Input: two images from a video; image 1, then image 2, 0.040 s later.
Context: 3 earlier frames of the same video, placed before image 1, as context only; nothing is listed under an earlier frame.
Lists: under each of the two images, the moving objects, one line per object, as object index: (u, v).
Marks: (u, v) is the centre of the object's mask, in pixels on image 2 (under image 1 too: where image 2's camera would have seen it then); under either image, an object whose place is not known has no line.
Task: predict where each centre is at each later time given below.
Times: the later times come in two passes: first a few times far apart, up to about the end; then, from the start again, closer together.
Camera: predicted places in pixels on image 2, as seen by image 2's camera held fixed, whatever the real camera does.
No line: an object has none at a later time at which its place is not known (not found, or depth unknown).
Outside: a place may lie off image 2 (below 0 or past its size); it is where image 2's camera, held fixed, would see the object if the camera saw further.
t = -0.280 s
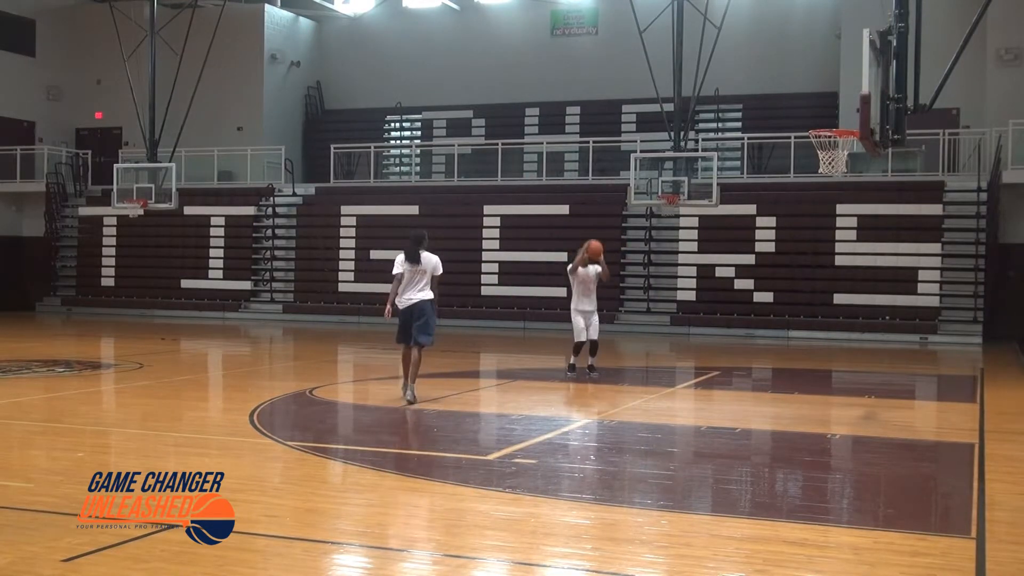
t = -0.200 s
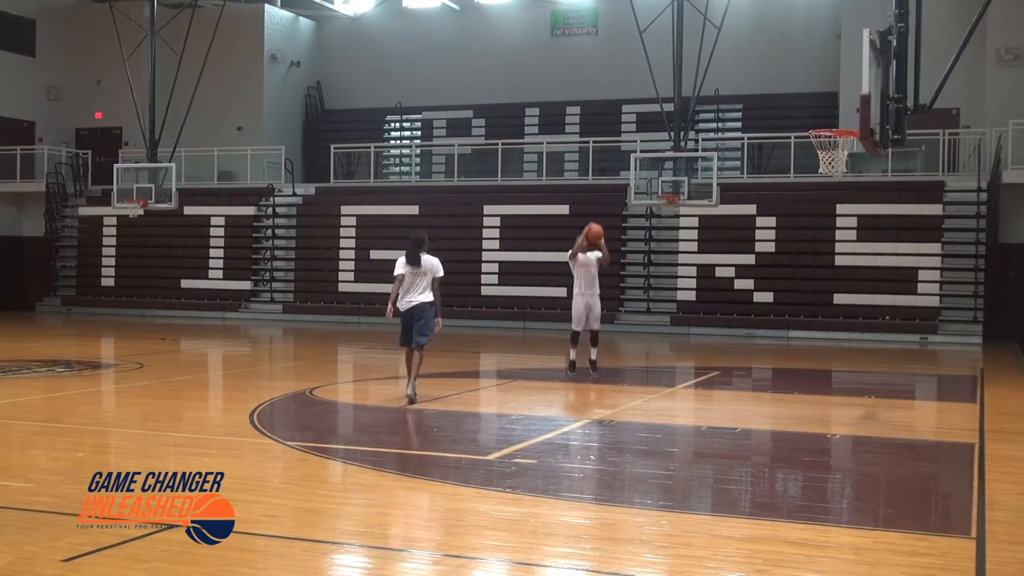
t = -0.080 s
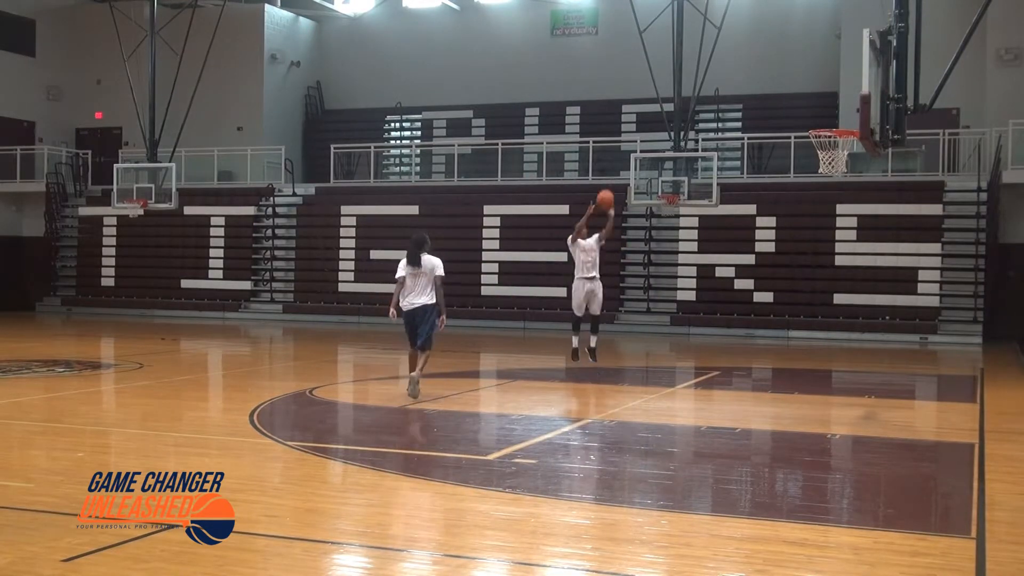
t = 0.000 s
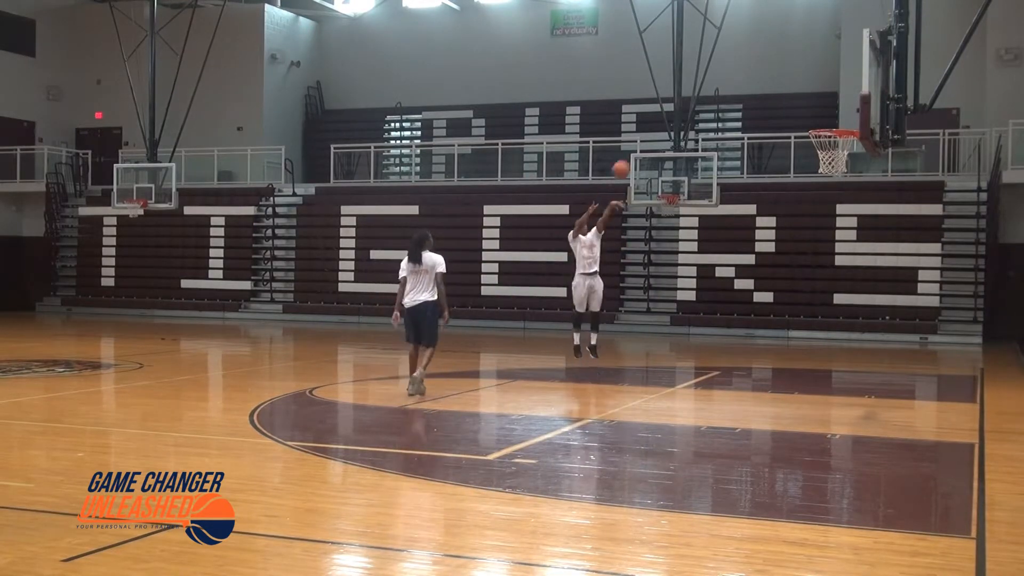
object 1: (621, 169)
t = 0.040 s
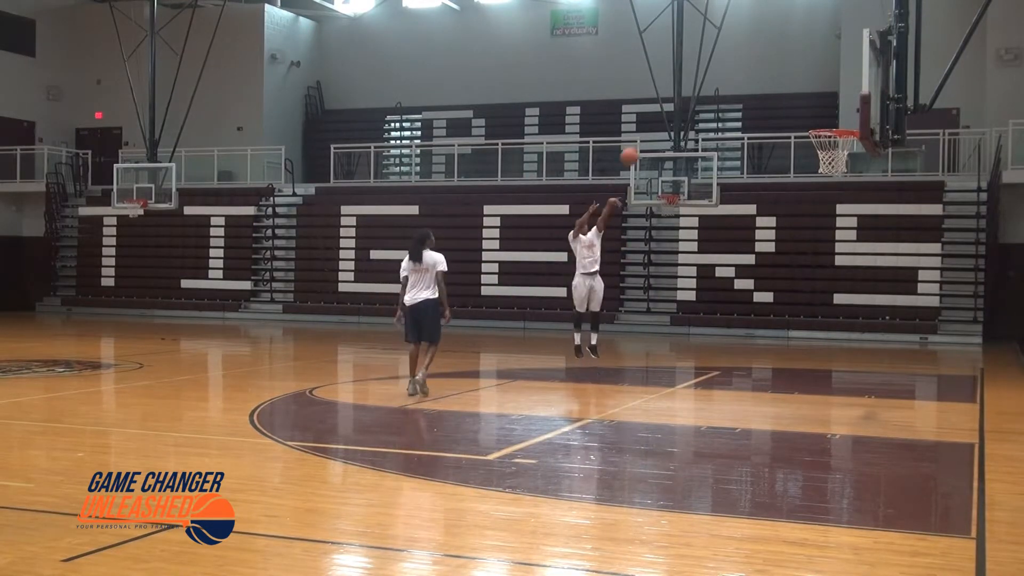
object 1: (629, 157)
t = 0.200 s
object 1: (664, 112)
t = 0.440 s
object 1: (718, 76)
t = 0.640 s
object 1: (769, 78)
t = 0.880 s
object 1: (835, 124)
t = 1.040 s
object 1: (833, 176)
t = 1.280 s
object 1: (809, 275)
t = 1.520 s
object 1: (784, 394)
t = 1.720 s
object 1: (758, 312)
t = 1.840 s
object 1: (742, 281)
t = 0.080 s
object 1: (637, 144)
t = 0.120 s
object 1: (646, 132)
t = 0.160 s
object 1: (655, 122)
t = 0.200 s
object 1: (664, 112)
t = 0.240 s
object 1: (673, 103)
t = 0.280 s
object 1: (681, 95)
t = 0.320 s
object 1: (690, 89)
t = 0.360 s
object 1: (699, 84)
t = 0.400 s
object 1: (709, 79)
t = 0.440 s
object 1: (718, 76)
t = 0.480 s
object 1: (728, 74)
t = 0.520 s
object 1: (738, 73)
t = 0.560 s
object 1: (748, 74)
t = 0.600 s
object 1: (759, 75)
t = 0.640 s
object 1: (769, 78)
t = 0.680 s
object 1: (779, 83)
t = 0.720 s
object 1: (791, 89)
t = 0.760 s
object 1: (801, 96)
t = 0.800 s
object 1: (812, 105)
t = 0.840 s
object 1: (824, 116)
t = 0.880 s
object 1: (835, 124)
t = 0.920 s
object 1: (843, 142)
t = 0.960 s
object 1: (840, 154)
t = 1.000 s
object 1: (838, 169)
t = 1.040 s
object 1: (833, 176)
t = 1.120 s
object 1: (825, 202)
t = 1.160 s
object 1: (821, 218)
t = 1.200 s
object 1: (817, 235)
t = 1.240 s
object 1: (813, 254)
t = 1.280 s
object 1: (809, 275)
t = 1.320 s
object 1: (805, 296)
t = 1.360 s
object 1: (801, 318)
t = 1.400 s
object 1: (796, 342)
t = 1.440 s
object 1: (793, 370)
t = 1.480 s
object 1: (790, 397)
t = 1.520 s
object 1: (784, 394)
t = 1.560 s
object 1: (779, 374)
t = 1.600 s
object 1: (773, 356)
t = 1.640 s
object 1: (769, 339)
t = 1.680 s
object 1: (763, 325)
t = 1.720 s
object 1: (758, 312)
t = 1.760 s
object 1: (752, 300)
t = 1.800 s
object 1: (747, 290)
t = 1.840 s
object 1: (742, 281)
